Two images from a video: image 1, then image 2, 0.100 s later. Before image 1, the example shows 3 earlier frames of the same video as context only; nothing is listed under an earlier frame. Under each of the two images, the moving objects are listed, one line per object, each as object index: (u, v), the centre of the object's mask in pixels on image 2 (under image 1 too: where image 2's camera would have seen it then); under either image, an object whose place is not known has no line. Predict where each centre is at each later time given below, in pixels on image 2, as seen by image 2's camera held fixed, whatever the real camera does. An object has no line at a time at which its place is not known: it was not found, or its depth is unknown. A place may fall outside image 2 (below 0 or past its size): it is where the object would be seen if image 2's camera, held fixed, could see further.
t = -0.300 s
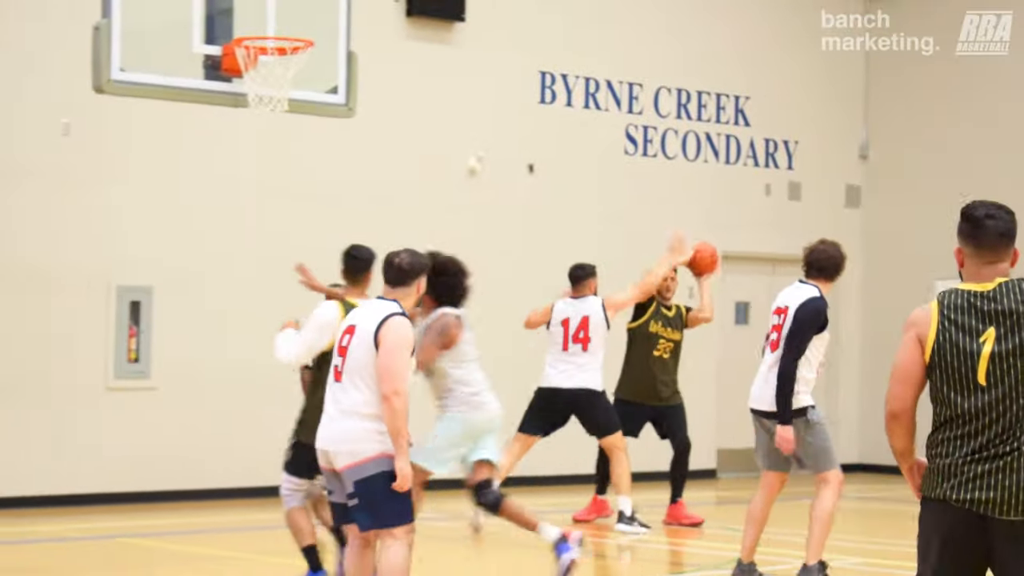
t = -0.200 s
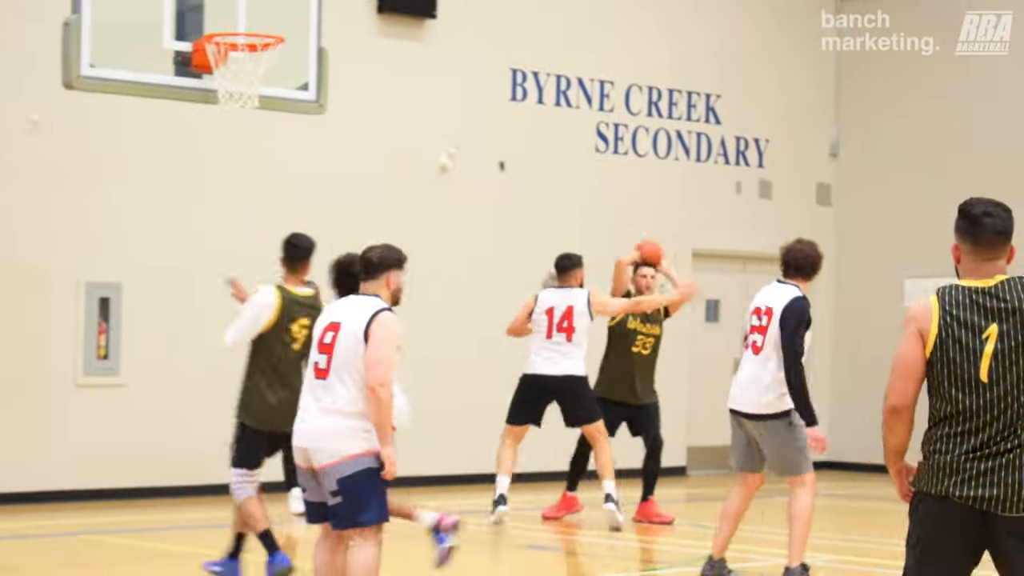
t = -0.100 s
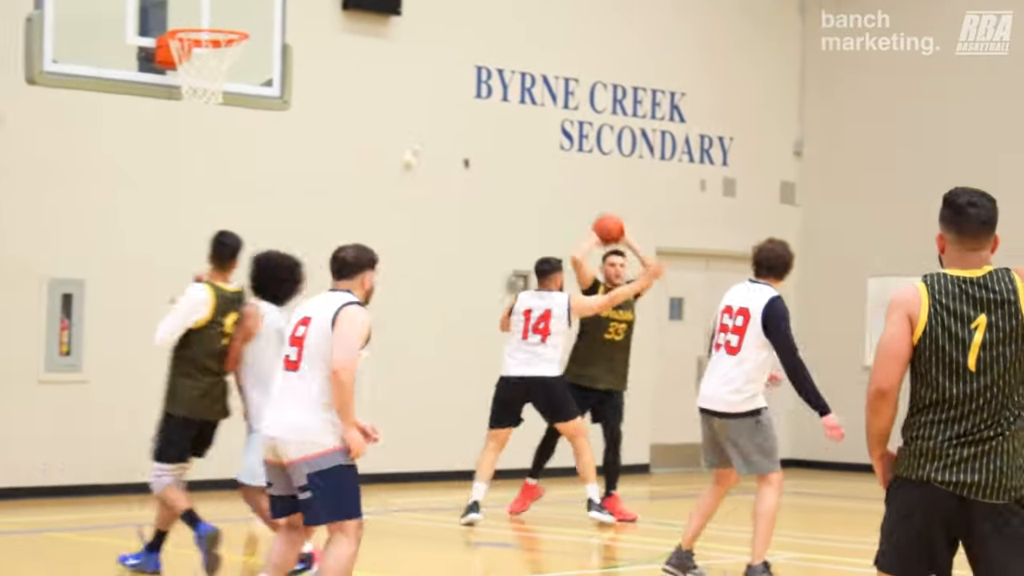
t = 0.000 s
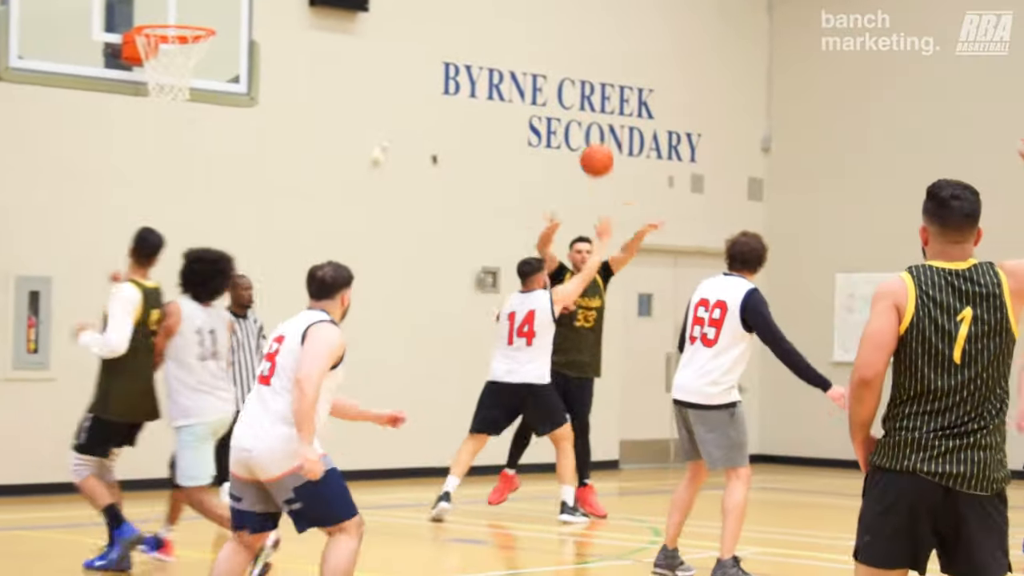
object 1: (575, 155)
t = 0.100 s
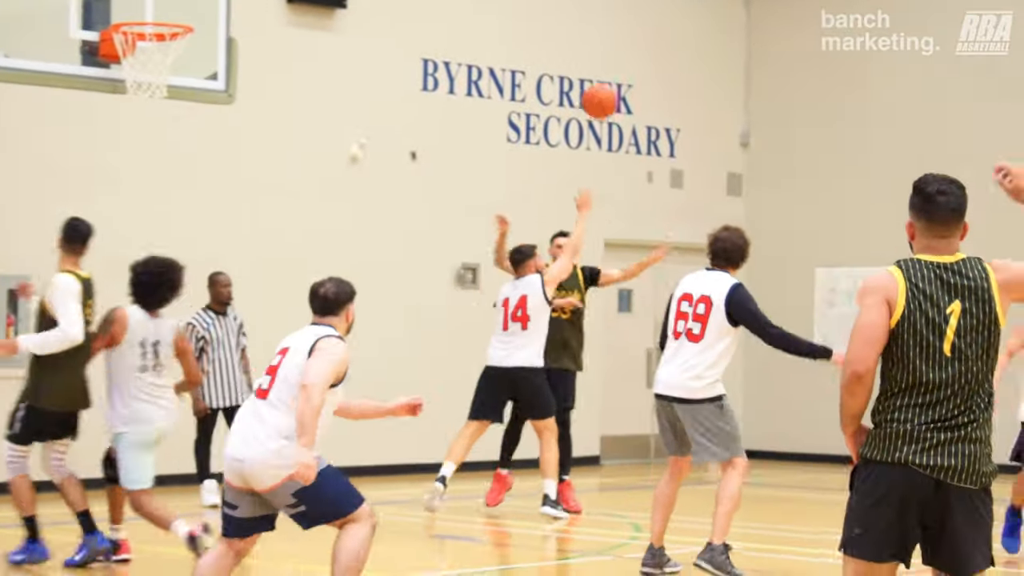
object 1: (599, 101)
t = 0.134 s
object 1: (609, 86)
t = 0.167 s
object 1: (617, 71)
